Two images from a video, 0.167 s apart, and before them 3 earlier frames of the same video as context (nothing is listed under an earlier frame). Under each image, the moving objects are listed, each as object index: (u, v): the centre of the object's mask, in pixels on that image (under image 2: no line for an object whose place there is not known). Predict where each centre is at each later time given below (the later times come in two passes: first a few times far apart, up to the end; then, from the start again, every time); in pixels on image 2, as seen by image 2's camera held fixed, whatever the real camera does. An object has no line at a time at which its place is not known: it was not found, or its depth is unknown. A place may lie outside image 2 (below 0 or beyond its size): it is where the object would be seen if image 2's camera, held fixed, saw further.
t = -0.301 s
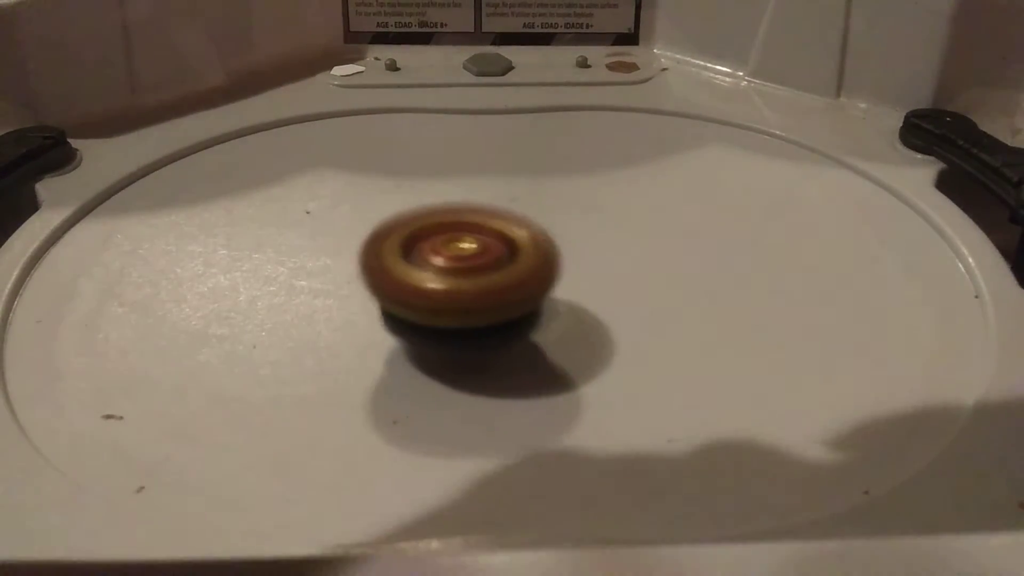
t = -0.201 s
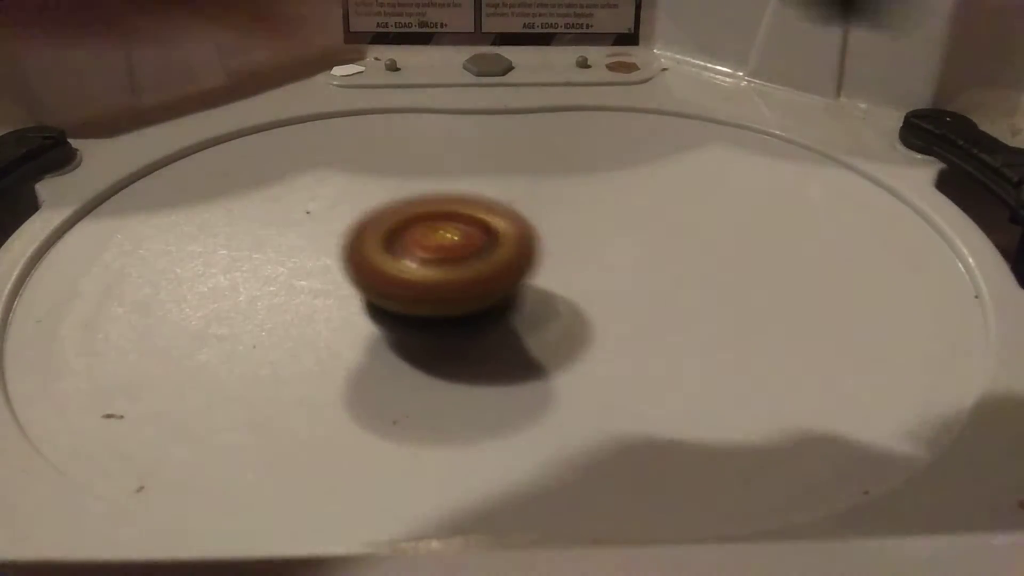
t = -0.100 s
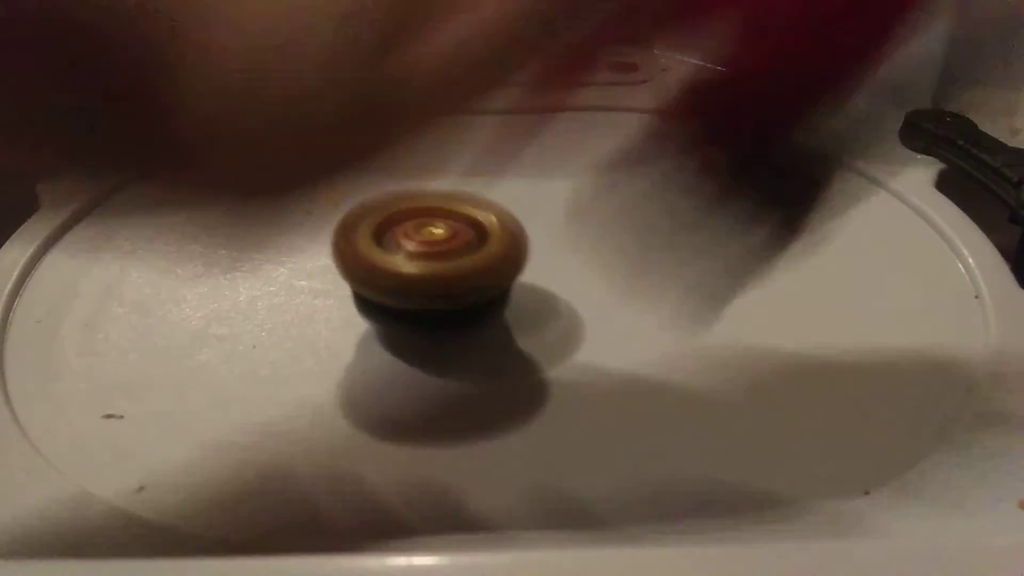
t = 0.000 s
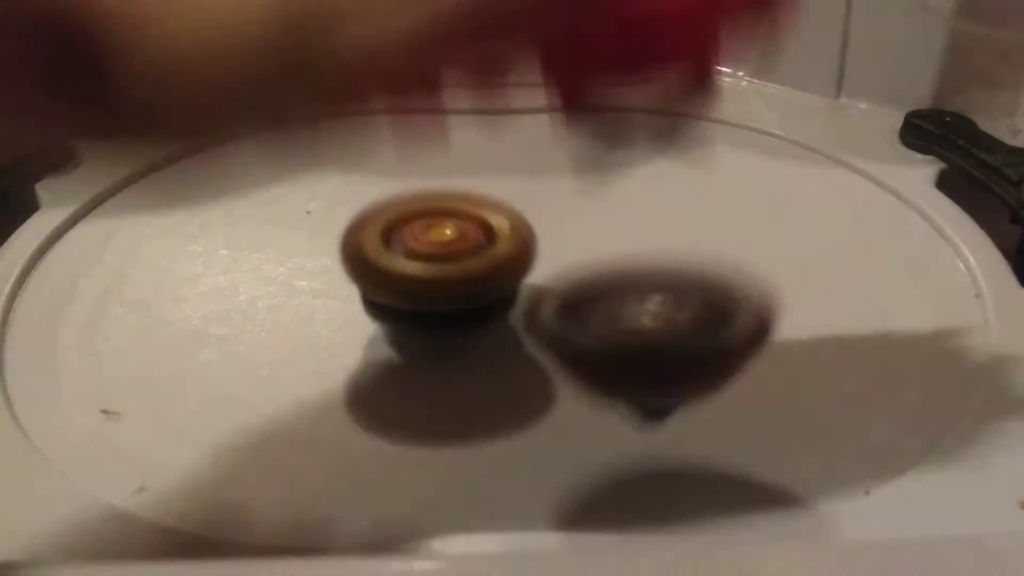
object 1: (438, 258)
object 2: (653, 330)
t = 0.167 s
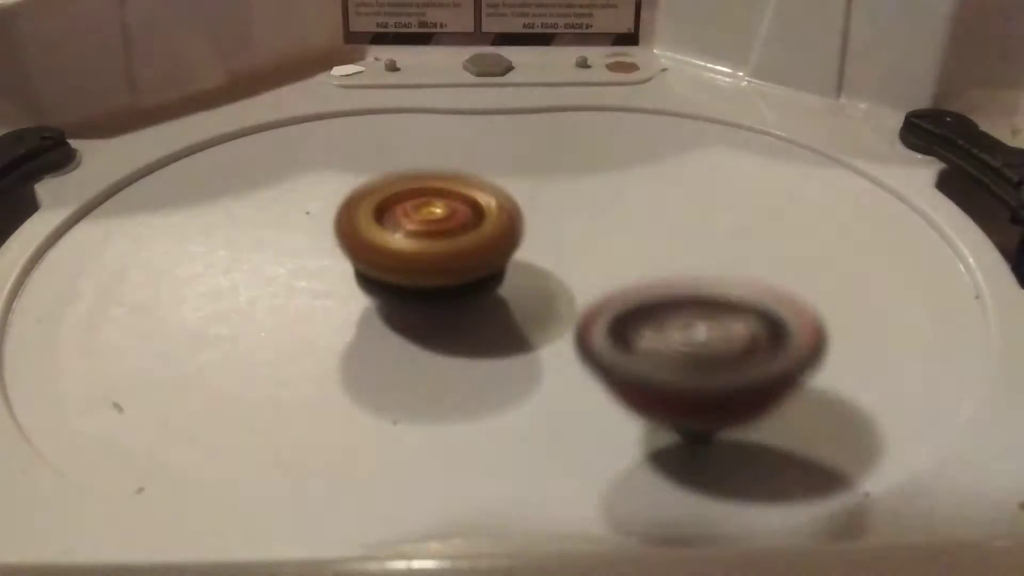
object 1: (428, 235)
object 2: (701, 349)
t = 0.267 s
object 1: (427, 246)
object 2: (683, 326)
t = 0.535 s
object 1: (354, 194)
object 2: (605, 293)
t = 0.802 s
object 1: (311, 230)
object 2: (544, 296)
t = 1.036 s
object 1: (399, 227)
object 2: (664, 308)
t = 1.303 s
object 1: (435, 182)
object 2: (691, 198)
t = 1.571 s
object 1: (338, 177)
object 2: (597, 193)
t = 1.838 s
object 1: (412, 243)
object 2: (616, 235)
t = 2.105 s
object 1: (518, 201)
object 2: (735, 212)
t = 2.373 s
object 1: (433, 201)
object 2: (786, 172)
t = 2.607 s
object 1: (424, 249)
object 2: (740, 166)
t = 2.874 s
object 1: (451, 228)
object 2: (649, 231)
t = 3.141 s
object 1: (416, 242)
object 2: (750, 311)
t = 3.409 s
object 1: (438, 241)
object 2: (788, 307)
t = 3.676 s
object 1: (450, 213)
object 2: (652, 287)
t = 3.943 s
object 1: (338, 177)
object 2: (688, 356)
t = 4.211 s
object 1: (247, 185)
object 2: (724, 318)
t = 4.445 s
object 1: (325, 225)
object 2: (564, 271)
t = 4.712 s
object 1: (418, 209)
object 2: (592, 266)
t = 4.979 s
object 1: (470, 179)
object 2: (622, 248)
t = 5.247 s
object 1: (482, 174)
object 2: (644, 251)
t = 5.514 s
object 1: (501, 194)
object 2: (711, 287)
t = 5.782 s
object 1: (552, 224)
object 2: (809, 270)
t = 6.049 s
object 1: (585, 223)
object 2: (789, 288)
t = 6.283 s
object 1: (559, 226)
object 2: (720, 300)
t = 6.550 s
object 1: (470, 195)
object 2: (727, 370)
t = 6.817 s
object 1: (378, 197)
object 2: (722, 360)
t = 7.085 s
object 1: (395, 239)
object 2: (581, 302)
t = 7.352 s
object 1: (421, 230)
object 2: (608, 279)
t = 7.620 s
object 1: (450, 215)
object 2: (636, 246)
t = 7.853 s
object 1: (461, 215)
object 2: (656, 231)
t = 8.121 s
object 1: (508, 214)
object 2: (712, 231)
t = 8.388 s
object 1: (542, 225)
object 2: (738, 241)
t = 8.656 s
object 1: (547, 226)
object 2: (730, 266)
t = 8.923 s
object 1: (537, 218)
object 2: (750, 313)
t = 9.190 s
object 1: (482, 211)
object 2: (675, 323)
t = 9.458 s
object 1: (471, 205)
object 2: (553, 301)
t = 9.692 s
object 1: (415, 187)
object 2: (491, 284)
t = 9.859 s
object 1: (395, 159)
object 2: (459, 300)
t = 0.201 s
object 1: (426, 237)
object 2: (698, 344)
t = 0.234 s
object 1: (425, 241)
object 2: (693, 337)
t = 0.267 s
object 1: (427, 246)
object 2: (683, 326)
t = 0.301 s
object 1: (431, 249)
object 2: (667, 313)
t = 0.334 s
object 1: (435, 248)
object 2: (645, 300)
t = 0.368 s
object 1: (436, 243)
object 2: (616, 288)
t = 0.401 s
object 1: (422, 228)
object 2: (611, 286)
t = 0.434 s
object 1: (402, 210)
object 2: (619, 290)
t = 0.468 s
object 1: (386, 201)
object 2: (621, 292)
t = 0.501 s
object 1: (370, 195)
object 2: (615, 293)
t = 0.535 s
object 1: (354, 194)
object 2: (605, 293)
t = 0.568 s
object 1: (339, 194)
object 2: (596, 293)
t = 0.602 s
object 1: (325, 197)
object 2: (587, 292)
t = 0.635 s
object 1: (316, 201)
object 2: (577, 292)
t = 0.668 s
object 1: (308, 206)
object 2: (568, 292)
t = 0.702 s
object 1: (304, 212)
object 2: (560, 293)
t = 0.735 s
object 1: (302, 218)
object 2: (553, 294)
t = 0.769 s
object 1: (305, 225)
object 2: (549, 295)
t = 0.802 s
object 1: (311, 230)
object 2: (544, 296)
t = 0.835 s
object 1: (321, 236)
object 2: (542, 297)
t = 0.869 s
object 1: (336, 241)
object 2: (539, 296)
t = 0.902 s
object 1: (352, 243)
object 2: (538, 296)
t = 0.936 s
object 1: (369, 244)
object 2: (547, 294)
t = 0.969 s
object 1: (374, 236)
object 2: (583, 304)
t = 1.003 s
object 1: (386, 231)
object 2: (622, 308)
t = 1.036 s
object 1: (399, 227)
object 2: (664, 308)
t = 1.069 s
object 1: (411, 222)
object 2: (697, 302)
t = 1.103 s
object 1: (421, 216)
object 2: (727, 291)
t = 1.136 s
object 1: (428, 210)
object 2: (745, 276)
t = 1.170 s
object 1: (433, 203)
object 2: (753, 260)
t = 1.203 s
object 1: (436, 197)
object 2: (750, 243)
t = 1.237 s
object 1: (437, 191)
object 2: (738, 226)
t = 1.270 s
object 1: (437, 186)
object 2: (720, 212)
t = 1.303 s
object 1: (435, 182)
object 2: (691, 198)
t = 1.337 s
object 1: (433, 180)
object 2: (660, 186)
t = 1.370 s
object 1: (431, 177)
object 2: (625, 180)
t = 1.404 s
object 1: (417, 170)
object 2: (606, 177)
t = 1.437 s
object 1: (394, 167)
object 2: (612, 181)
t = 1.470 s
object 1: (376, 165)
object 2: (613, 182)
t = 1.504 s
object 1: (360, 167)
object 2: (610, 185)
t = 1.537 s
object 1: (347, 172)
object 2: (604, 188)
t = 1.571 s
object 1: (338, 177)
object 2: (597, 193)
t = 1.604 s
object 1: (331, 183)
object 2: (591, 197)
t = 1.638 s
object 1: (329, 191)
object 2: (587, 203)
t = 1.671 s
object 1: (331, 201)
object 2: (584, 210)
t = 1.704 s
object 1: (338, 210)
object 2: (585, 216)
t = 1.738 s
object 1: (350, 220)
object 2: (590, 221)
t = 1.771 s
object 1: (367, 229)
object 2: (598, 226)
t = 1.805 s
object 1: (389, 238)
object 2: (608, 231)
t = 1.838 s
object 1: (412, 243)
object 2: (616, 235)
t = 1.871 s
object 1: (433, 247)
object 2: (637, 236)
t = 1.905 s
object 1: (450, 242)
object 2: (659, 236)
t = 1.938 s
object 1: (462, 233)
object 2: (678, 235)
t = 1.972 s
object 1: (474, 223)
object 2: (697, 233)
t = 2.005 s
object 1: (494, 210)
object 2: (712, 230)
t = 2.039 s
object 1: (509, 201)
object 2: (723, 225)
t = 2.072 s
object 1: (517, 198)
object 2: (731, 218)
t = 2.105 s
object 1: (518, 201)
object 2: (735, 212)
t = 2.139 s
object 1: (520, 198)
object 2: (733, 205)
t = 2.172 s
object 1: (521, 198)
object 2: (724, 199)
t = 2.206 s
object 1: (521, 198)
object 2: (715, 194)
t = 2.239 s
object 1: (500, 196)
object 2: (739, 189)
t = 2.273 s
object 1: (482, 195)
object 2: (760, 185)
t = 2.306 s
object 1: (463, 196)
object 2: (775, 181)
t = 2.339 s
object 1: (447, 198)
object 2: (783, 176)
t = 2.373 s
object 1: (433, 201)
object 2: (786, 172)
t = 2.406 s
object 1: (423, 206)
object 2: (787, 168)
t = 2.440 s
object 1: (415, 216)
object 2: (784, 165)
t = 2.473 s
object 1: (411, 222)
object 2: (779, 162)
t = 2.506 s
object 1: (410, 230)
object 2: (773, 160)
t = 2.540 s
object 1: (411, 234)
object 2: (764, 160)
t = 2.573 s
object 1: (416, 241)
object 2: (753, 162)
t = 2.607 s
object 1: (424, 249)
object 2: (740, 166)
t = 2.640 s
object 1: (434, 257)
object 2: (726, 171)
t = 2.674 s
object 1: (443, 262)
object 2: (713, 176)
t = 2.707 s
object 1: (444, 255)
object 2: (700, 184)
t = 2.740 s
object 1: (442, 249)
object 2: (686, 191)
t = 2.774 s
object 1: (438, 241)
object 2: (673, 202)
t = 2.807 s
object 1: (438, 234)
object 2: (662, 211)
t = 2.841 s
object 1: (445, 234)
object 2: (651, 220)
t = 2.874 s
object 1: (451, 228)
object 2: (649, 231)
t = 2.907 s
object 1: (453, 223)
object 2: (655, 245)
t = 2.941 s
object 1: (450, 220)
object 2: (662, 259)
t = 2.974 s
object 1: (441, 222)
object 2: (670, 272)
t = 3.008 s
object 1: (430, 227)
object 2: (681, 283)
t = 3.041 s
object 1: (424, 231)
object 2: (696, 293)
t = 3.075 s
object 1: (419, 235)
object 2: (713, 300)
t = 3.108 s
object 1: (416, 238)
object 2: (731, 306)
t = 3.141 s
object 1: (416, 242)
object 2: (750, 311)
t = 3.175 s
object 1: (416, 246)
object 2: (766, 314)
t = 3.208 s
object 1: (419, 250)
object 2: (777, 314)
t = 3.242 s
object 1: (427, 257)
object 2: (783, 313)
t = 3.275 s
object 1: (436, 263)
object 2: (788, 312)
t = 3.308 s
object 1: (442, 263)
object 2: (791, 312)
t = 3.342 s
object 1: (442, 259)
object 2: (791, 310)
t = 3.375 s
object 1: (439, 252)
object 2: (791, 309)
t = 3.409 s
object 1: (438, 241)
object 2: (788, 307)
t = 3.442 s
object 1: (443, 232)
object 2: (781, 304)
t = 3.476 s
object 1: (450, 226)
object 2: (772, 300)
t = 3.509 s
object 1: (458, 221)
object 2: (758, 297)
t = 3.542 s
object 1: (470, 217)
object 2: (741, 295)
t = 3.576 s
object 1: (478, 212)
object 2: (722, 293)
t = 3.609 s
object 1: (474, 209)
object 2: (702, 291)
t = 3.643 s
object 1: (462, 209)
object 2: (677, 289)
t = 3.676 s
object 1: (450, 213)
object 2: (652, 287)
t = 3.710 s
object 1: (443, 223)
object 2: (626, 287)
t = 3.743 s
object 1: (437, 225)
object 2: (605, 287)
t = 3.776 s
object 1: (429, 226)
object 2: (595, 293)
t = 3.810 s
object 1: (405, 208)
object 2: (616, 321)
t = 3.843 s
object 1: (389, 195)
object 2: (631, 337)
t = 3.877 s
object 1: (373, 188)
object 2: (649, 347)
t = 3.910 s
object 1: (356, 182)
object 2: (668, 353)
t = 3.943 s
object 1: (338, 177)
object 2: (688, 356)
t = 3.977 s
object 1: (321, 175)
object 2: (707, 357)
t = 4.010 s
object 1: (305, 171)
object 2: (723, 356)
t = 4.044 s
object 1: (289, 170)
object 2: (736, 352)
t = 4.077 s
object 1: (274, 170)
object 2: (742, 347)
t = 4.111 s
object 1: (263, 171)
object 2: (744, 341)
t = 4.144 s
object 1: (255, 173)
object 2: (742, 335)
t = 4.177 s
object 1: (250, 178)
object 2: (736, 327)
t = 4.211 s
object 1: (247, 185)
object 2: (724, 318)
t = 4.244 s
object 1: (247, 188)
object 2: (707, 310)
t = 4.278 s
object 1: (251, 197)
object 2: (686, 300)
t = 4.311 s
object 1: (259, 202)
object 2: (664, 292)
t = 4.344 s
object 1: (271, 207)
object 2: (640, 286)
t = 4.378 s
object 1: (287, 213)
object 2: (615, 280)
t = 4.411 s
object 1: (304, 219)
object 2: (588, 275)
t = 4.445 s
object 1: (325, 225)
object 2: (564, 271)
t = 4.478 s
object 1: (347, 228)
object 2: (542, 269)
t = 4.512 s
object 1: (357, 226)
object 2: (548, 271)
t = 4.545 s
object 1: (362, 220)
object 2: (568, 276)
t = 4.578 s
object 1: (372, 217)
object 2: (576, 277)
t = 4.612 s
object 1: (383, 216)
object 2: (582, 276)
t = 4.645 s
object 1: (395, 214)
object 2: (586, 274)
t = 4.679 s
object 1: (406, 212)
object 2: (590, 270)
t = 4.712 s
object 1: (418, 209)
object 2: (592, 266)
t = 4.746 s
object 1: (429, 207)
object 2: (595, 262)
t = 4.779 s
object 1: (438, 203)
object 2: (600, 261)
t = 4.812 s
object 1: (445, 197)
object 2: (609, 260)
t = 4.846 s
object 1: (452, 192)
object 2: (614, 258)
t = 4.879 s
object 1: (457, 188)
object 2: (617, 257)
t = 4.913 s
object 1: (462, 184)
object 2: (621, 254)
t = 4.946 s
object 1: (467, 181)
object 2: (622, 251)
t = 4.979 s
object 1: (470, 179)
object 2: (622, 248)
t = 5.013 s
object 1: (473, 176)
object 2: (621, 245)
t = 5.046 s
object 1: (475, 175)
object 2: (618, 242)
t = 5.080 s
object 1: (478, 174)
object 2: (617, 241)
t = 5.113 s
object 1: (479, 172)
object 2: (624, 244)
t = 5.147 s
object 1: (479, 171)
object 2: (630, 247)
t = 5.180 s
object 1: (480, 171)
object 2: (635, 249)
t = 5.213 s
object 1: (481, 172)
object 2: (641, 250)
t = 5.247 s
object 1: (482, 174)
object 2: (644, 251)
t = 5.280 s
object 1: (484, 176)
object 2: (646, 252)
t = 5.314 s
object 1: (486, 180)
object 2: (646, 254)
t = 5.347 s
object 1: (489, 184)
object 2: (647, 256)
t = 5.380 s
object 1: (493, 189)
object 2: (649, 256)
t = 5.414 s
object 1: (498, 194)
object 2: (650, 257)
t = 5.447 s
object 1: (499, 193)
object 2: (669, 271)
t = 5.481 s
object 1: (499, 192)
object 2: (692, 281)
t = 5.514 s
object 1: (501, 194)
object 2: (711, 287)
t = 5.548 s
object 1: (503, 197)
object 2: (731, 290)
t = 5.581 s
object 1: (506, 199)
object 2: (752, 289)
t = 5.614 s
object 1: (511, 204)
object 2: (774, 287)
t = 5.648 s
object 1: (517, 207)
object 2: (790, 284)
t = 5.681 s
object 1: (521, 212)
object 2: (803, 280)
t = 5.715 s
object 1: (527, 215)
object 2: (809, 276)
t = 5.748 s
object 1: (538, 220)
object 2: (811, 273)
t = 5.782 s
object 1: (552, 224)
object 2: (809, 270)
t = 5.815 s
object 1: (563, 226)
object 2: (801, 268)
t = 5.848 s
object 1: (574, 228)
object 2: (790, 266)
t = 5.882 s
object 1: (584, 230)
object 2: (776, 266)
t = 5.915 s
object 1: (585, 228)
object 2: (779, 271)
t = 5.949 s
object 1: (585, 226)
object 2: (785, 278)
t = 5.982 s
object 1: (586, 224)
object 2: (789, 283)
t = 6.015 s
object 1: (586, 223)
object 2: (790, 286)
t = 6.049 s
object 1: (585, 223)
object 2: (789, 288)
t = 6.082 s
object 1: (583, 222)
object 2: (786, 289)
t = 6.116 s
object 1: (581, 222)
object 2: (781, 291)
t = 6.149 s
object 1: (578, 221)
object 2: (774, 292)
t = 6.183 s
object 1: (574, 222)
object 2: (762, 293)
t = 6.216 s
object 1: (569, 223)
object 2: (751, 295)
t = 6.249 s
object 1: (564, 224)
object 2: (736, 297)
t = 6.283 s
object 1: (559, 226)
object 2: (720, 300)
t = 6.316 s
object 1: (552, 227)
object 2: (703, 301)
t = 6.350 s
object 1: (547, 228)
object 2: (688, 307)
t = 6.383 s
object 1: (540, 220)
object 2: (692, 329)
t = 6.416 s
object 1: (531, 213)
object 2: (697, 346)
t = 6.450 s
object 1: (516, 207)
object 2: (704, 358)
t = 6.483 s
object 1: (499, 203)
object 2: (709, 365)
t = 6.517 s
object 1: (485, 198)
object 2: (718, 369)
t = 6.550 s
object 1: (470, 195)
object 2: (727, 370)
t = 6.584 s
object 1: (455, 191)
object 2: (736, 372)
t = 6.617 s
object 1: (439, 190)
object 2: (741, 374)
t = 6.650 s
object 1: (426, 189)
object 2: (746, 375)
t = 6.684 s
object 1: (413, 189)
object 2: (748, 373)
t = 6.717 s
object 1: (402, 190)
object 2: (747, 372)
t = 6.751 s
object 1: (392, 192)
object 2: (744, 369)
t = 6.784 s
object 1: (384, 194)
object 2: (734, 364)
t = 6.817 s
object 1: (378, 197)
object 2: (722, 360)
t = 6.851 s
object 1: (374, 201)
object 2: (708, 353)
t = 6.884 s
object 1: (371, 206)
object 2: (692, 347)
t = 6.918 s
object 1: (370, 210)
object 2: (676, 340)
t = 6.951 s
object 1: (371, 215)
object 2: (660, 334)
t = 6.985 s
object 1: (373, 221)
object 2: (641, 326)
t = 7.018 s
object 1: (378, 227)
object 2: (622, 320)
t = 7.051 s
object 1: (386, 234)
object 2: (602, 310)
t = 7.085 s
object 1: (395, 239)
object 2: (581, 302)
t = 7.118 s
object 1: (399, 241)
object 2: (573, 296)
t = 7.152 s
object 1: (399, 239)
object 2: (584, 299)
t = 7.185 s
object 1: (400, 238)
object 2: (590, 297)
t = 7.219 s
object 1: (404, 236)
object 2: (592, 294)
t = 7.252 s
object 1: (409, 236)
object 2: (594, 290)
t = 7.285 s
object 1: (415, 236)
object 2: (593, 285)
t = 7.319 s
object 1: (418, 233)
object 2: (600, 281)
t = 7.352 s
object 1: (421, 230)
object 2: (608, 279)
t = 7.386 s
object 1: (425, 227)
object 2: (614, 275)
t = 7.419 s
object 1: (429, 225)
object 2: (618, 270)
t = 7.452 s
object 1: (433, 223)
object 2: (622, 266)
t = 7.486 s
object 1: (438, 221)
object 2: (623, 262)
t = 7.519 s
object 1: (441, 220)
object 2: (623, 257)
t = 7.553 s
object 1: (446, 220)
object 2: (626, 253)
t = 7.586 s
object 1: (447, 217)
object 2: (631, 250)
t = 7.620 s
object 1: (450, 215)
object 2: (636, 246)
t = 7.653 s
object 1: (453, 214)
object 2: (641, 244)
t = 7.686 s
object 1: (455, 213)
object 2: (644, 241)
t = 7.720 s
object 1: (458, 212)
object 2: (645, 238)
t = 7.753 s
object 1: (460, 211)
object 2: (646, 236)
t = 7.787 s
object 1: (462, 212)
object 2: (648, 234)
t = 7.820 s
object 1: (463, 216)
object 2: (648, 232)
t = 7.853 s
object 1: (461, 215)
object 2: (656, 231)
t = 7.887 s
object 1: (459, 218)
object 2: (666, 231)
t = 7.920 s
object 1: (462, 219)
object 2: (675, 230)
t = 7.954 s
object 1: (470, 222)
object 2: (681, 229)
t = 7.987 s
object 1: (480, 219)
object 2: (685, 228)
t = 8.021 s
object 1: (490, 218)
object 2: (689, 228)
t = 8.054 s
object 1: (500, 216)
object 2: (691, 228)
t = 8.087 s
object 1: (506, 216)
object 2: (699, 229)
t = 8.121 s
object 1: (508, 214)
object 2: (712, 231)
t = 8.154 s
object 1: (509, 213)
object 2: (719, 232)
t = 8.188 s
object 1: (510, 214)
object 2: (727, 233)
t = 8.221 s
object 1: (512, 216)
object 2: (732, 234)
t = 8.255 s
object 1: (515, 217)
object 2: (737, 235)
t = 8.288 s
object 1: (520, 215)
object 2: (741, 236)
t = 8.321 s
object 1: (527, 216)
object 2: (741, 238)
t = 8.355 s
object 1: (535, 219)
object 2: (740, 239)
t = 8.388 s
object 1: (542, 225)
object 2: (738, 241)
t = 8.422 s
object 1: (545, 221)
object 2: (740, 243)
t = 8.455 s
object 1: (547, 221)
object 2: (741, 246)
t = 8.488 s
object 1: (548, 221)
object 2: (739, 249)
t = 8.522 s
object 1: (548, 221)
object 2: (738, 251)
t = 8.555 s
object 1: (546, 222)
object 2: (738, 255)
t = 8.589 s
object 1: (545, 222)
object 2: (738, 258)
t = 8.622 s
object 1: (545, 224)
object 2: (733, 262)
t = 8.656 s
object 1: (547, 226)
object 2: (730, 266)
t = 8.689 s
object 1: (546, 225)
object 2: (734, 272)
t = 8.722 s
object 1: (542, 223)
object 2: (743, 281)
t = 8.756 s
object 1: (542, 223)
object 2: (748, 288)
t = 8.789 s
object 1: (542, 224)
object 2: (750, 294)
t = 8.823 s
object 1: (542, 223)
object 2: (752, 299)
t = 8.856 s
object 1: (541, 222)
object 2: (753, 304)
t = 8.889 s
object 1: (540, 220)
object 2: (752, 309)
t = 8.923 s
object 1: (537, 218)
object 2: (750, 313)
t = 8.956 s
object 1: (533, 216)
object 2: (744, 317)
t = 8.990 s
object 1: (527, 214)
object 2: (738, 320)
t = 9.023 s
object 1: (520, 212)
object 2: (730, 322)
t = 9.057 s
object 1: (513, 210)
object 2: (721, 323)
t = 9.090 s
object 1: (506, 210)
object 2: (711, 324)
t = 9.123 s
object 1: (498, 210)
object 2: (701, 324)
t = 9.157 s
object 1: (490, 210)
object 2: (689, 324)
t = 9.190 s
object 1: (482, 211)
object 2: (675, 323)
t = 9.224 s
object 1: (474, 212)
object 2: (660, 321)
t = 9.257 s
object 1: (464, 213)
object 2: (645, 319)
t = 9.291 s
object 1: (457, 218)
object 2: (628, 316)
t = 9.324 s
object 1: (455, 221)
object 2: (610, 312)
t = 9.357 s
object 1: (458, 220)
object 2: (592, 309)
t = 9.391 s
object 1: (465, 217)
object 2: (579, 305)
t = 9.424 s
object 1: (470, 212)
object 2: (565, 303)
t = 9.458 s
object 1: (471, 205)
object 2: (553, 301)
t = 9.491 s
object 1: (462, 201)
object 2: (542, 299)
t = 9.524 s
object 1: (452, 198)
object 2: (531, 295)
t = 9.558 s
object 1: (444, 196)
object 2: (519, 294)
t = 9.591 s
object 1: (435, 193)
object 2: (513, 293)
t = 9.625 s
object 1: (428, 192)
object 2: (506, 291)
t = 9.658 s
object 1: (421, 189)
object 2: (499, 288)
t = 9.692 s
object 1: (415, 187)
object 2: (491, 284)
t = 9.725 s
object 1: (409, 184)
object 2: (481, 284)
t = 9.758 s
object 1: (403, 180)
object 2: (472, 295)
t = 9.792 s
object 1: (401, 176)
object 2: (464, 300)
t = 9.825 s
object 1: (397, 172)
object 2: (462, 300)
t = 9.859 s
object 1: (395, 159)
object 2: (459, 300)
